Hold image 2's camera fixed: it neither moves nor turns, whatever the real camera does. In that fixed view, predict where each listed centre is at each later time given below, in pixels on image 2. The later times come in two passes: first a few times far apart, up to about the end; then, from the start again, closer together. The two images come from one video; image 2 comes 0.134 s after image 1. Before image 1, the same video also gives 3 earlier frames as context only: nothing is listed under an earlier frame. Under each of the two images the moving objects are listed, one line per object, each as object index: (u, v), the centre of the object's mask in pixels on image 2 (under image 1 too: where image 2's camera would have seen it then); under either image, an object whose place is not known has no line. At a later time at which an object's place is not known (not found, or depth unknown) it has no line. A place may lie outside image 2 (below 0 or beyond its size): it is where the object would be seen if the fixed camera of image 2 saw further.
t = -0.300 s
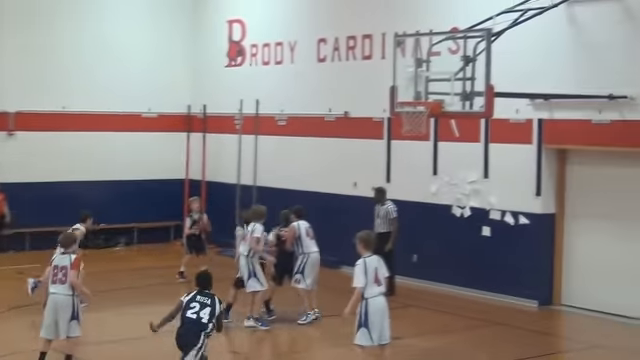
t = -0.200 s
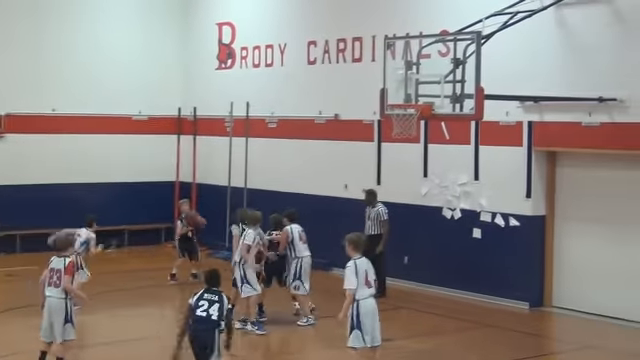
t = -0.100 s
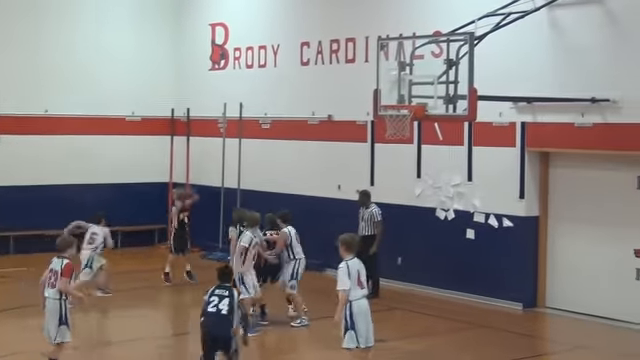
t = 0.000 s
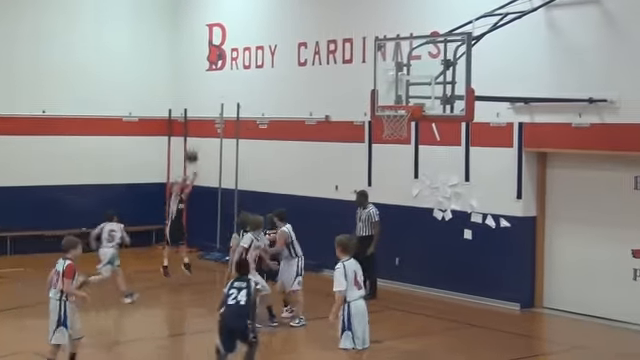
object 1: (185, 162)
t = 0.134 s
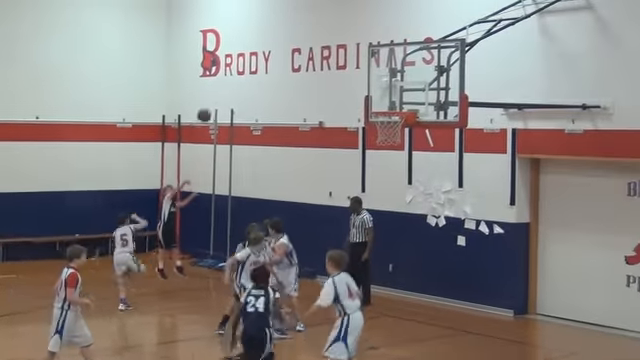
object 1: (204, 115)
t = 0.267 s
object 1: (224, 77)
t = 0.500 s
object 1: (260, 33)
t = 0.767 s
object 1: (303, 24)
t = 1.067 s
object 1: (355, 73)
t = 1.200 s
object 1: (383, 120)
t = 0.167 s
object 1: (209, 105)
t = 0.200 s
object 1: (213, 95)
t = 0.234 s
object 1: (219, 86)
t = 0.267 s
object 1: (224, 77)
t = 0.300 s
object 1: (229, 69)
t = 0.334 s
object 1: (234, 61)
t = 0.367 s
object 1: (239, 54)
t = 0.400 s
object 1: (244, 49)
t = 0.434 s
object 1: (249, 42)
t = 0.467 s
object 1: (255, 37)
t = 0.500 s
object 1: (260, 33)
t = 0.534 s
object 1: (265, 30)
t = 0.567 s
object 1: (270, 26)
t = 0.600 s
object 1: (276, 24)
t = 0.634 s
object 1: (281, 23)
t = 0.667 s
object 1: (286, 22)
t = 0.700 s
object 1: (292, 22)
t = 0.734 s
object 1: (297, 22)
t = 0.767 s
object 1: (303, 24)
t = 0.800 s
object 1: (309, 26)
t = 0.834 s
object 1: (314, 29)
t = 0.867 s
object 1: (320, 33)
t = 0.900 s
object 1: (326, 38)
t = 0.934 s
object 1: (331, 43)
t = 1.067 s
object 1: (355, 73)
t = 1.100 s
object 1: (361, 84)
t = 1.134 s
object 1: (368, 94)
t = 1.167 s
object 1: (374, 104)
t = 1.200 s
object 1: (383, 120)
